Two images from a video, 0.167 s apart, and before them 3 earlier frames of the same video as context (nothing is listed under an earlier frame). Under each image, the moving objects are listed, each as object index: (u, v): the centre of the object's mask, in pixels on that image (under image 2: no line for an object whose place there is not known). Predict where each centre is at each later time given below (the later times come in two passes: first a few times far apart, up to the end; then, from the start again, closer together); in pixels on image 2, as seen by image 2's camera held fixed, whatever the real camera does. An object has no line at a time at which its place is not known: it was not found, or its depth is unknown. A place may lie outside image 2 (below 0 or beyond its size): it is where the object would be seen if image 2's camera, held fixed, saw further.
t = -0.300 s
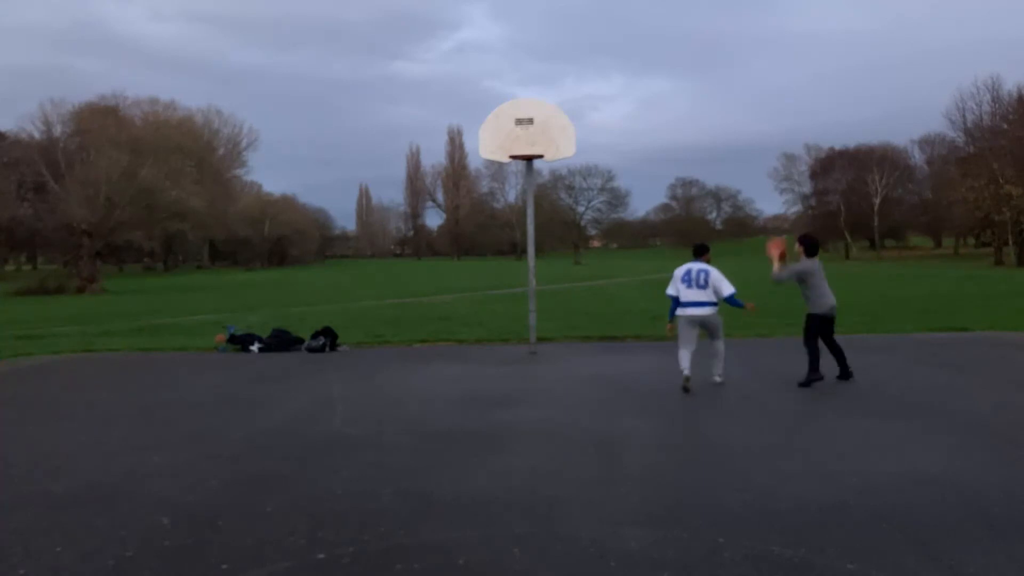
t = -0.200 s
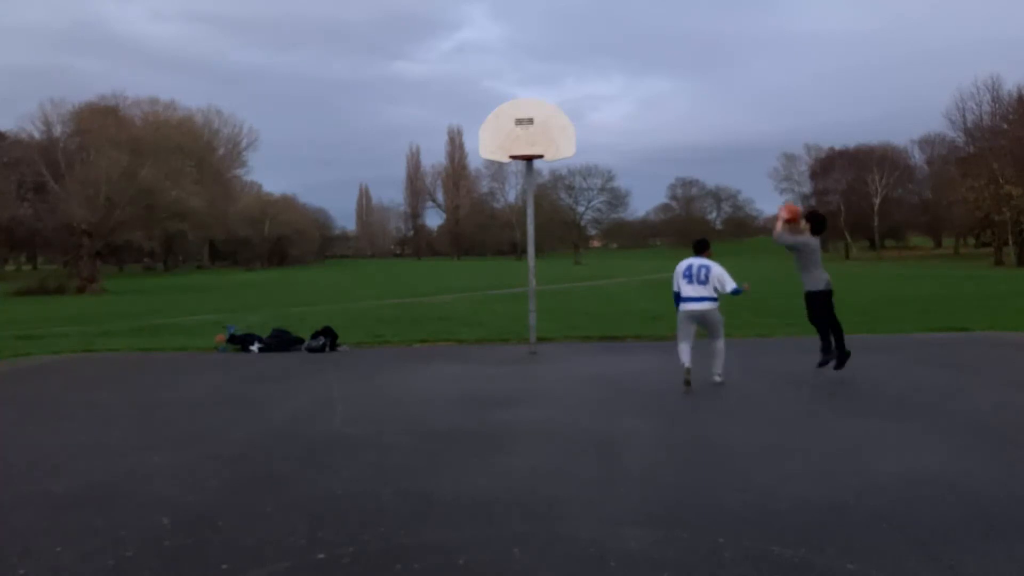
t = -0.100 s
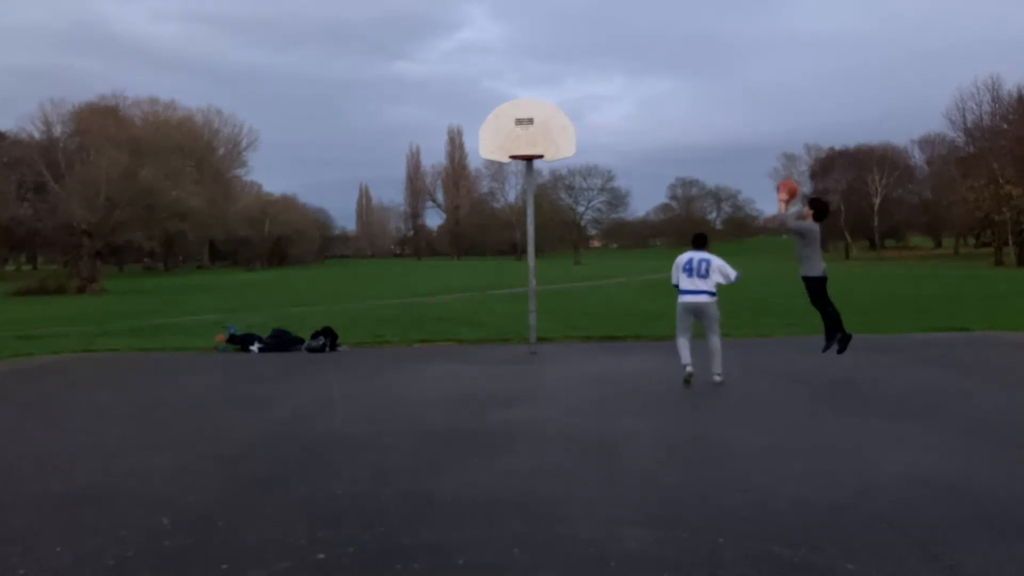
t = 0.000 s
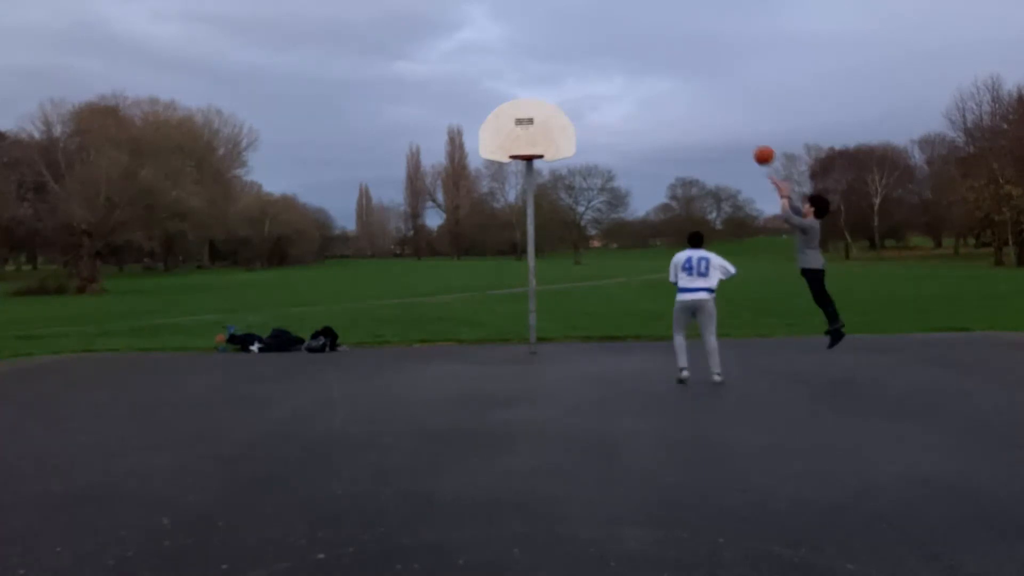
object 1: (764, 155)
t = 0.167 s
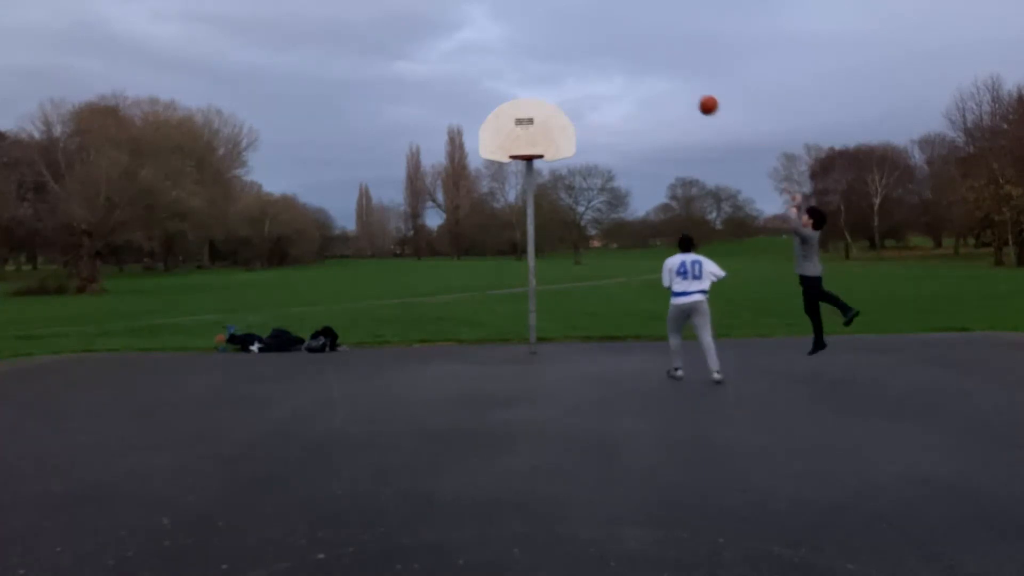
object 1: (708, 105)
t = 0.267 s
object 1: (676, 87)
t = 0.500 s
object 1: (607, 77)
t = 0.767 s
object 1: (536, 115)
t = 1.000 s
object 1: (480, 186)
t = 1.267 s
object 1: (423, 303)
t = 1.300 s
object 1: (417, 319)
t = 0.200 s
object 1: (698, 98)
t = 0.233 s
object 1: (687, 92)
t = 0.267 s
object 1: (676, 87)
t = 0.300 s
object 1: (666, 83)
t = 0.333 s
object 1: (656, 79)
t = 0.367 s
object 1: (646, 77)
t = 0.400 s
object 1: (636, 76)
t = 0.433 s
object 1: (627, 75)
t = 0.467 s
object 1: (617, 76)
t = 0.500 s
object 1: (607, 77)
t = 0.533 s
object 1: (598, 78)
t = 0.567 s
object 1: (589, 81)
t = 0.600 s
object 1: (580, 85)
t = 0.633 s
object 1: (571, 89)
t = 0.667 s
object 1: (562, 95)
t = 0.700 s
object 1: (553, 101)
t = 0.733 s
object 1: (545, 107)
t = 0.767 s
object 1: (536, 115)
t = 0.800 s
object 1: (528, 123)
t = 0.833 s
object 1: (520, 131)
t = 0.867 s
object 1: (512, 140)
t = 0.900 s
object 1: (504, 151)
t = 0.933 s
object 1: (495, 162)
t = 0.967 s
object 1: (488, 173)
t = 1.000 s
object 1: (480, 186)
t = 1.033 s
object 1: (473, 197)
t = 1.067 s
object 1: (465, 211)
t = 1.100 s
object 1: (457, 224)
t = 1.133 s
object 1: (451, 238)
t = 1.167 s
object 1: (444, 254)
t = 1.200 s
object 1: (436, 270)
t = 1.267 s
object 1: (423, 303)
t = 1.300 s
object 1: (417, 319)
